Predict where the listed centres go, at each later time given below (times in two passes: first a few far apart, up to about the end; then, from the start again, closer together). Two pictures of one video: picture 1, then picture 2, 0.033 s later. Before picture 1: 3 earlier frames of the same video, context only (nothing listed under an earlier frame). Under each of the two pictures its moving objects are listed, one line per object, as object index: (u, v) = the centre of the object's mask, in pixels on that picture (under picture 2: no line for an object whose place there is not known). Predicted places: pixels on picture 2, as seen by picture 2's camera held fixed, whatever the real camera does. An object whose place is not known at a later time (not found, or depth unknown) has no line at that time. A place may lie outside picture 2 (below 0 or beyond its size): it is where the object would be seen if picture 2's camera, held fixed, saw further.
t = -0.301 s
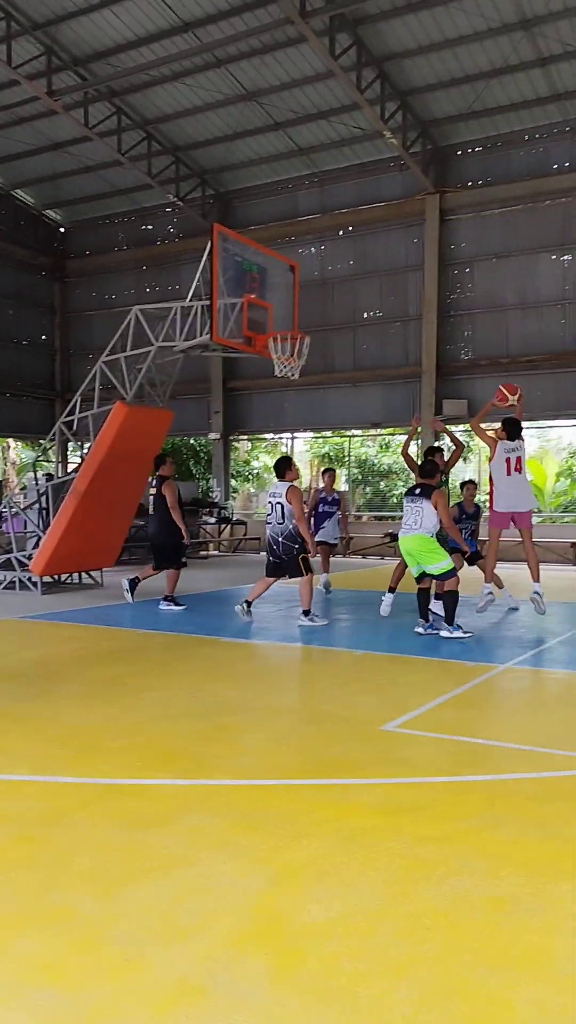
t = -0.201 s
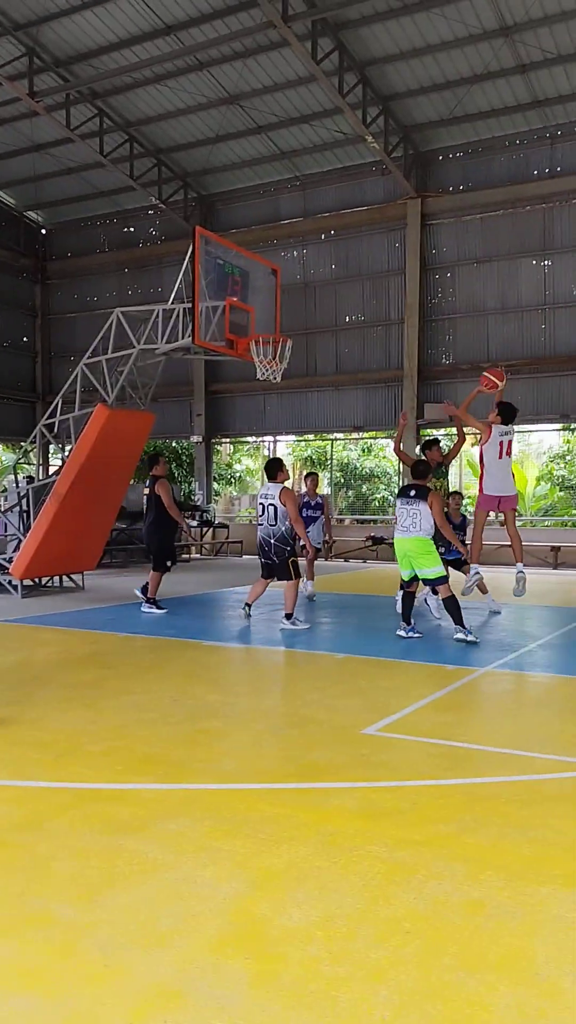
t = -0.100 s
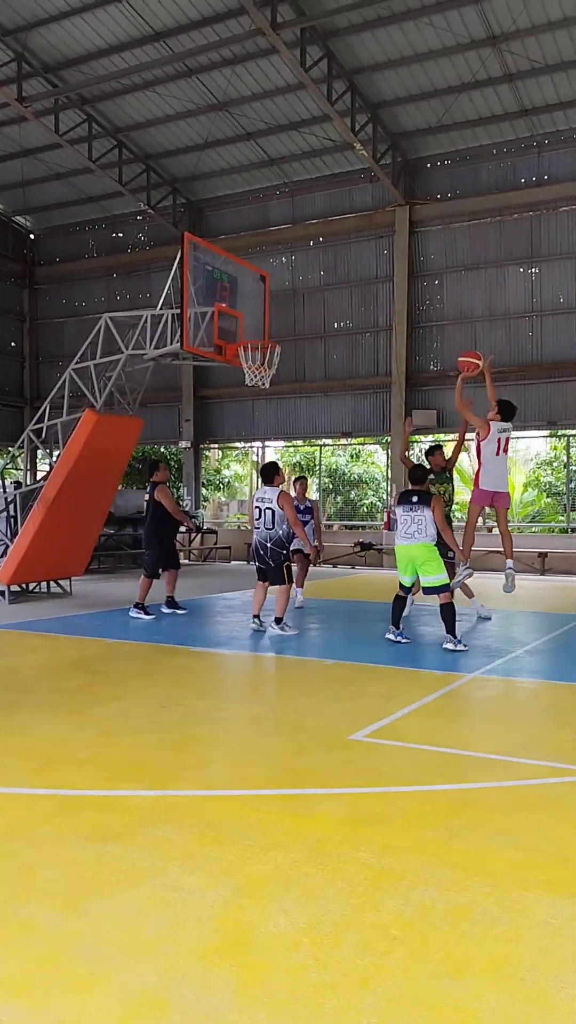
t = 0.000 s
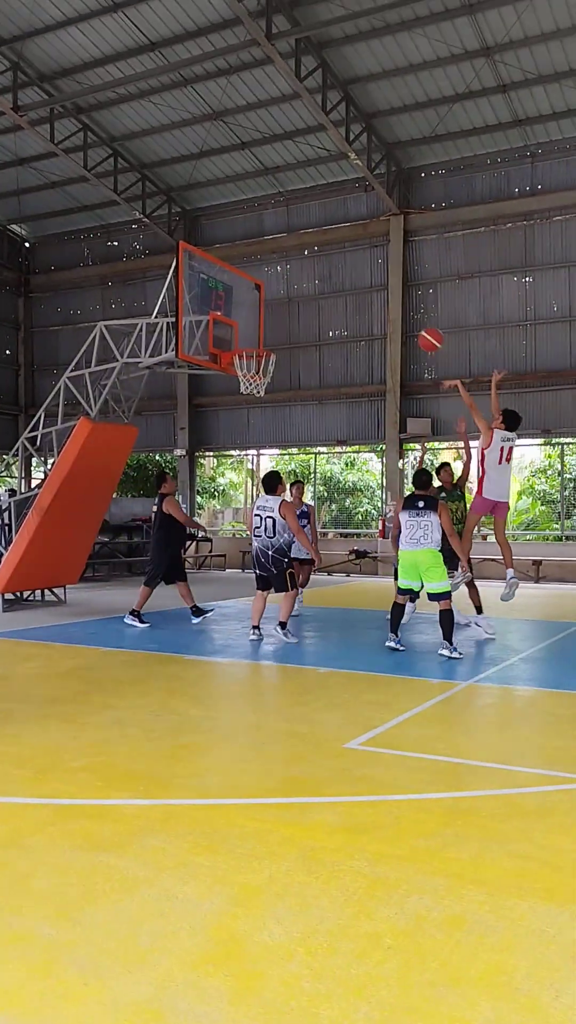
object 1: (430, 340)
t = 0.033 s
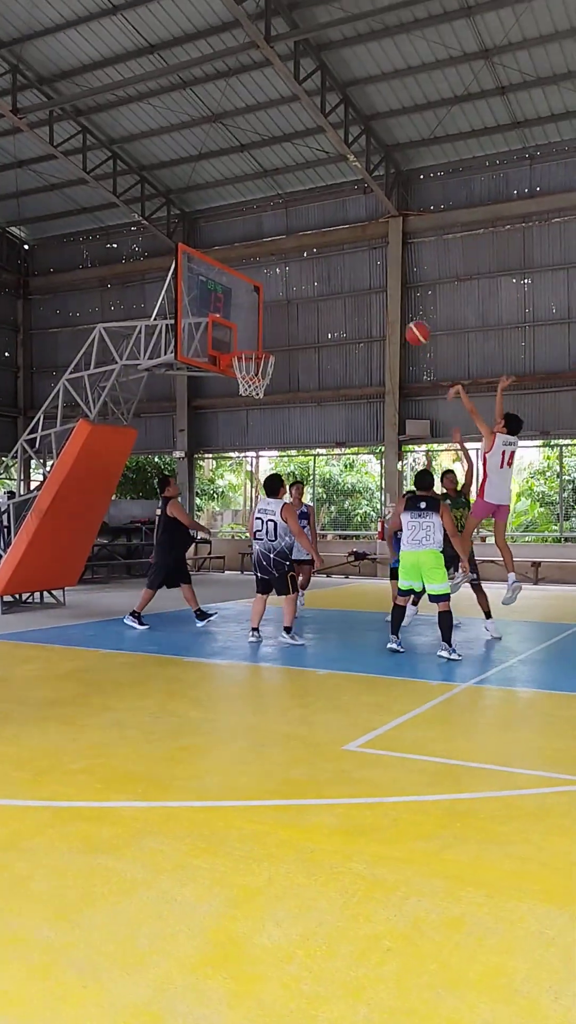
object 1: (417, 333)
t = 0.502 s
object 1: (256, 340)
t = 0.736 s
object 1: (227, 343)
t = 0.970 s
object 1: (246, 348)
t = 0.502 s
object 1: (256, 340)
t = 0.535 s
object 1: (250, 341)
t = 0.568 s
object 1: (246, 339)
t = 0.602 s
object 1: (241, 338)
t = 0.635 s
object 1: (235, 338)
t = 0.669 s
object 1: (231, 340)
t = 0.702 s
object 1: (227, 342)
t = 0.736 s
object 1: (227, 343)
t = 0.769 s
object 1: (231, 343)
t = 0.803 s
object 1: (234, 342)
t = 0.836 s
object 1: (236, 342)
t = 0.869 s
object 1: (238, 343)
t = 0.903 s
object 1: (241, 344)
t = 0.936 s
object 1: (243, 346)
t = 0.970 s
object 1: (246, 348)
